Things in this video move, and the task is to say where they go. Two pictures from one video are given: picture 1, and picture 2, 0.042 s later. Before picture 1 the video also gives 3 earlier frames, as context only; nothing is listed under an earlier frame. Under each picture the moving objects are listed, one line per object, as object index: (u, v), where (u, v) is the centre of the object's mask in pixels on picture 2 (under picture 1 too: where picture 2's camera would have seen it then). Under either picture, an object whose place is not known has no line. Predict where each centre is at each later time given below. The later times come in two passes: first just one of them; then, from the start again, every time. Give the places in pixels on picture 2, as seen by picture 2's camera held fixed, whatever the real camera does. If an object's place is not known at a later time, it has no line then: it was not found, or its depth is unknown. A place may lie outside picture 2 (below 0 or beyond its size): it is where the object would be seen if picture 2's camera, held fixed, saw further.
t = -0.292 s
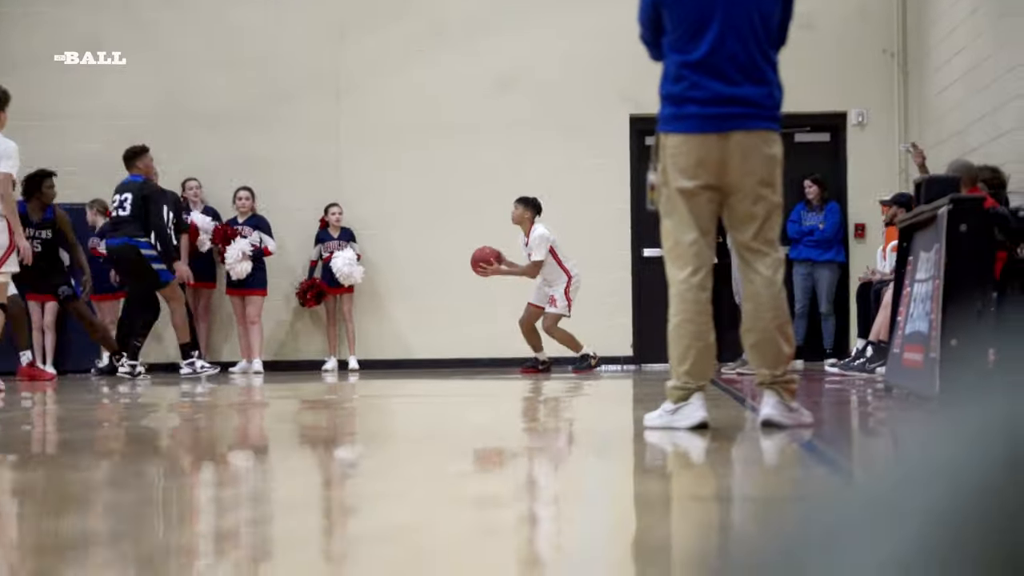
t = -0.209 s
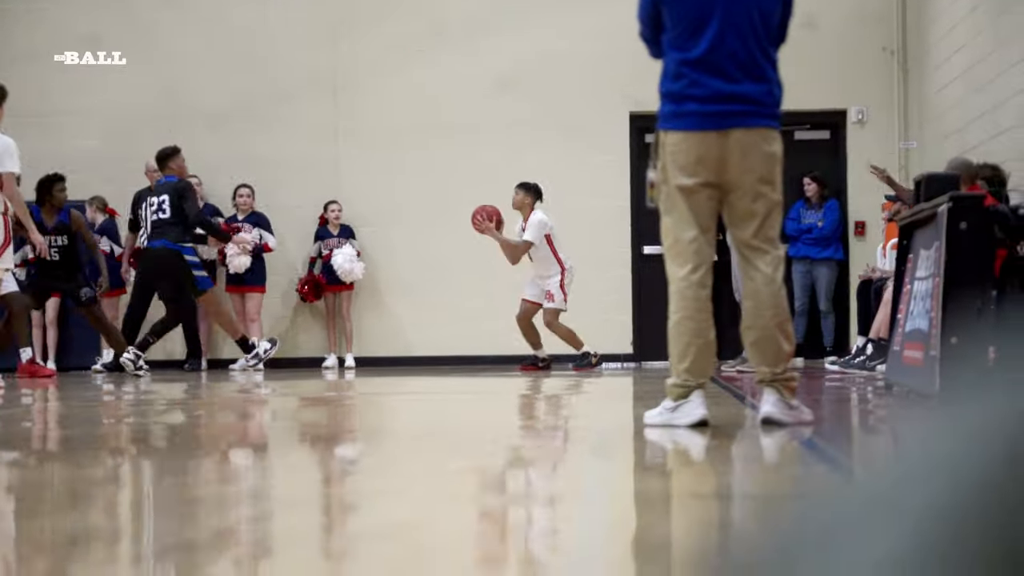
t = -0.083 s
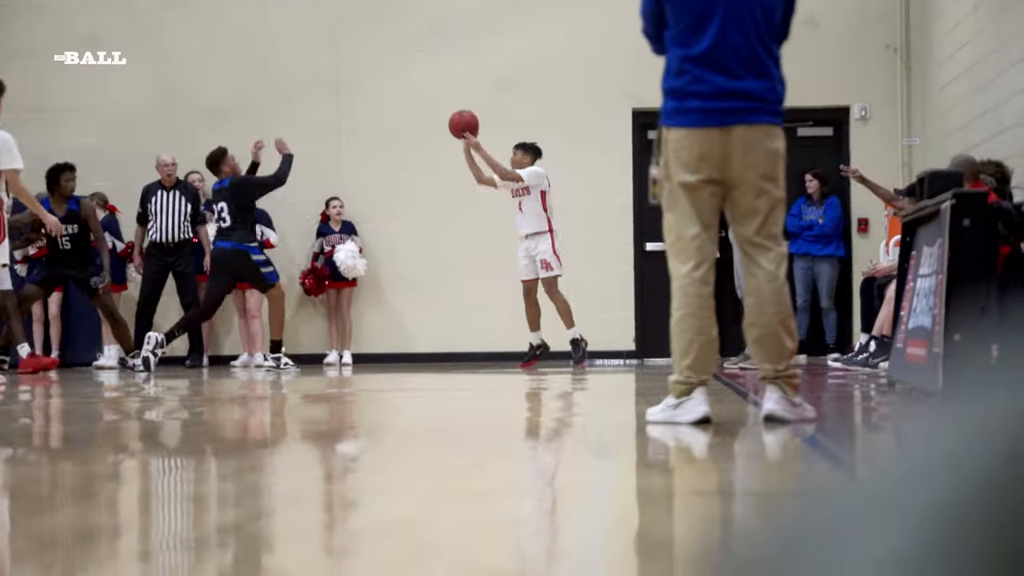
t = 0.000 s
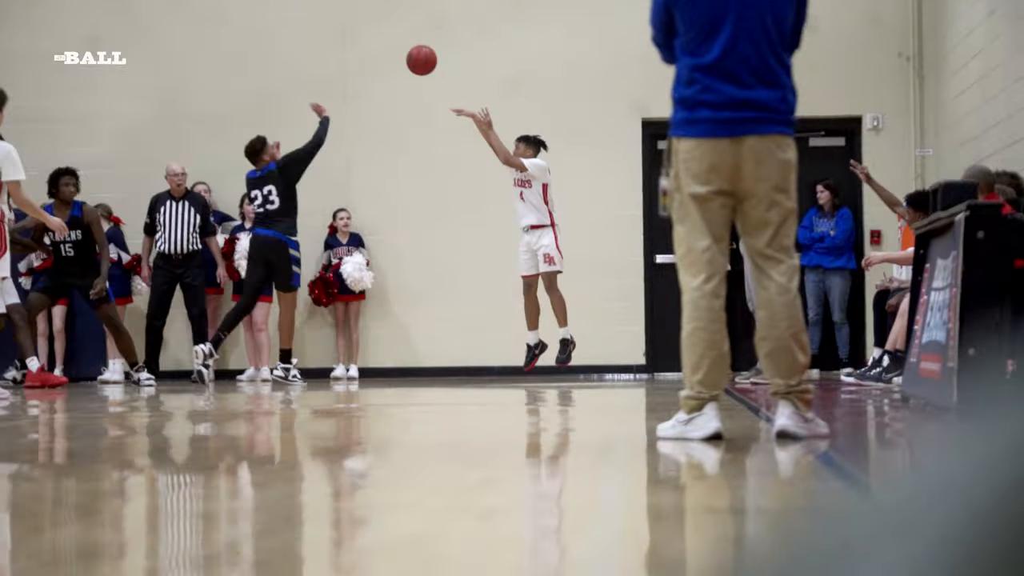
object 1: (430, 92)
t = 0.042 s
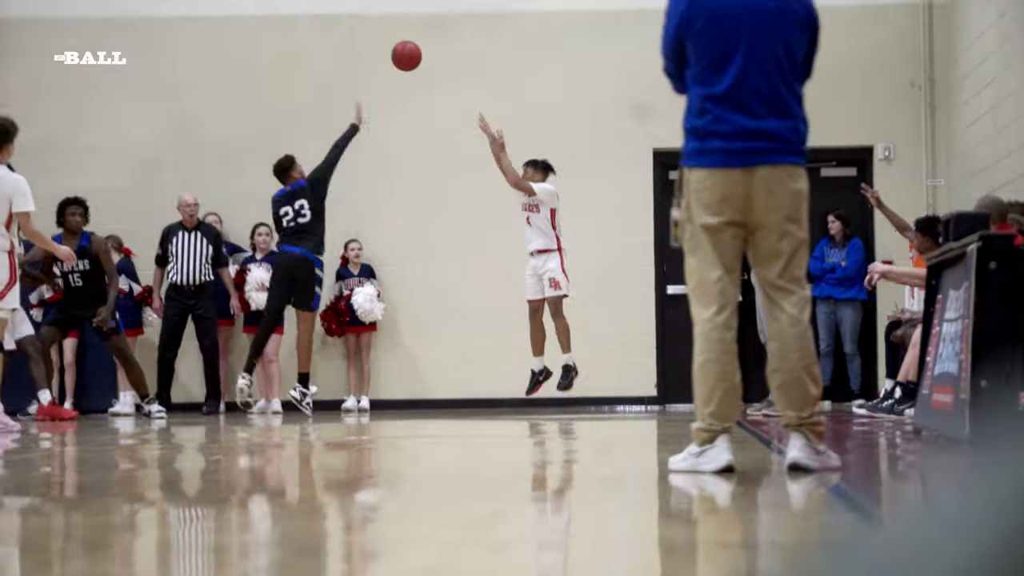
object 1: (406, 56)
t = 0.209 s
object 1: (309, -67)
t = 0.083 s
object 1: (379, 21)
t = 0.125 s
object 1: (352, -10)
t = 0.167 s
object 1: (330, -42)
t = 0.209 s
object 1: (309, -67)
